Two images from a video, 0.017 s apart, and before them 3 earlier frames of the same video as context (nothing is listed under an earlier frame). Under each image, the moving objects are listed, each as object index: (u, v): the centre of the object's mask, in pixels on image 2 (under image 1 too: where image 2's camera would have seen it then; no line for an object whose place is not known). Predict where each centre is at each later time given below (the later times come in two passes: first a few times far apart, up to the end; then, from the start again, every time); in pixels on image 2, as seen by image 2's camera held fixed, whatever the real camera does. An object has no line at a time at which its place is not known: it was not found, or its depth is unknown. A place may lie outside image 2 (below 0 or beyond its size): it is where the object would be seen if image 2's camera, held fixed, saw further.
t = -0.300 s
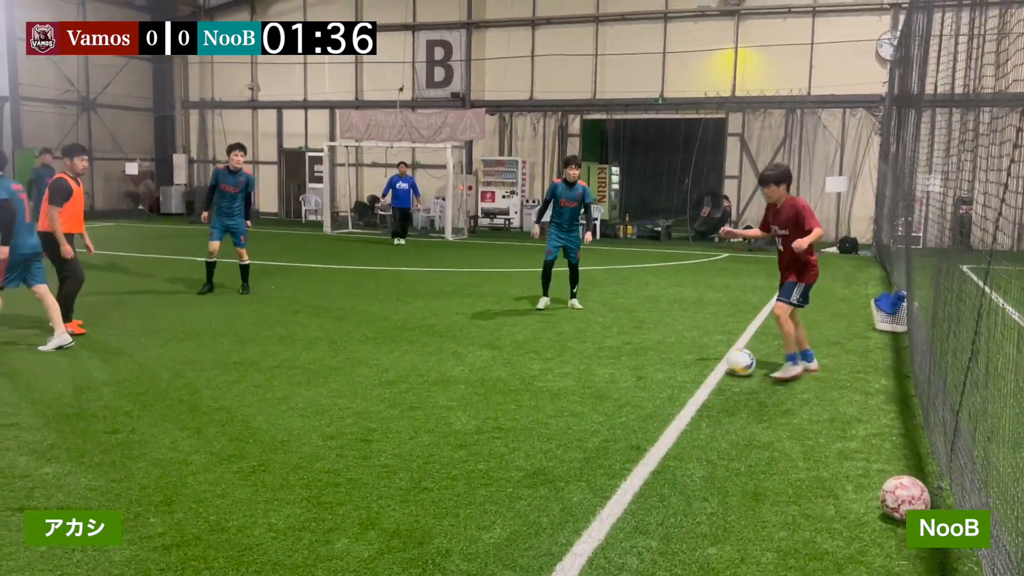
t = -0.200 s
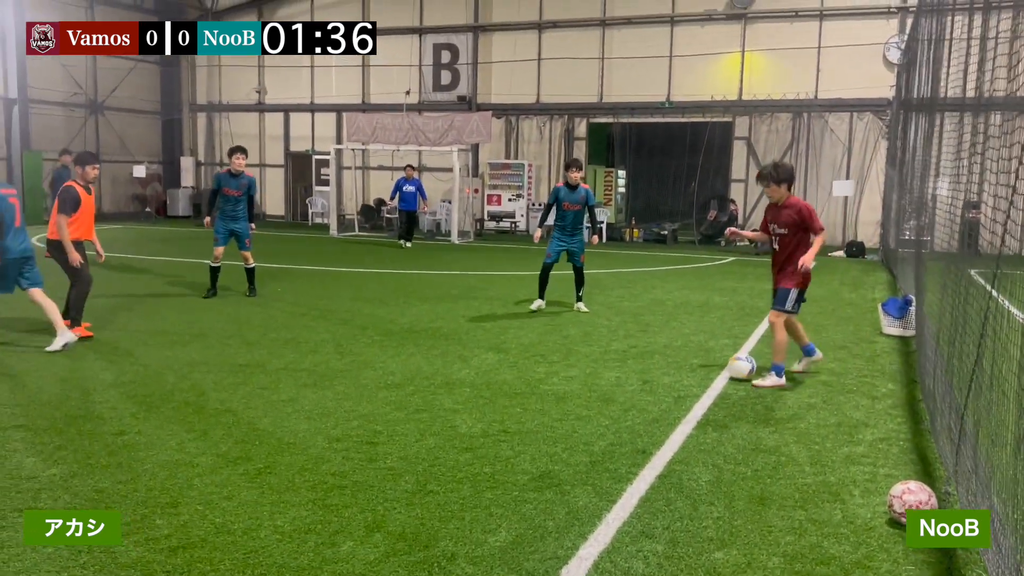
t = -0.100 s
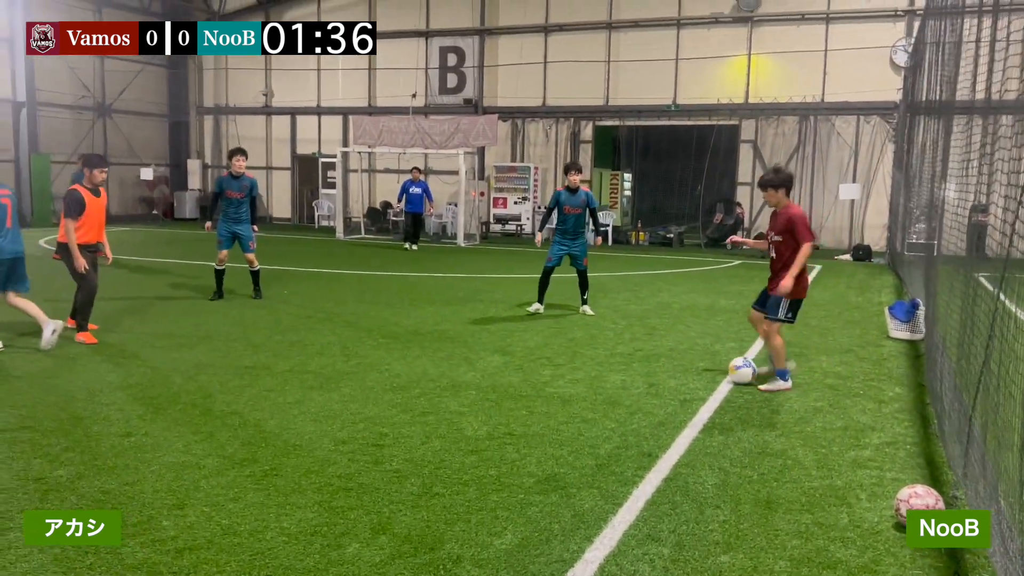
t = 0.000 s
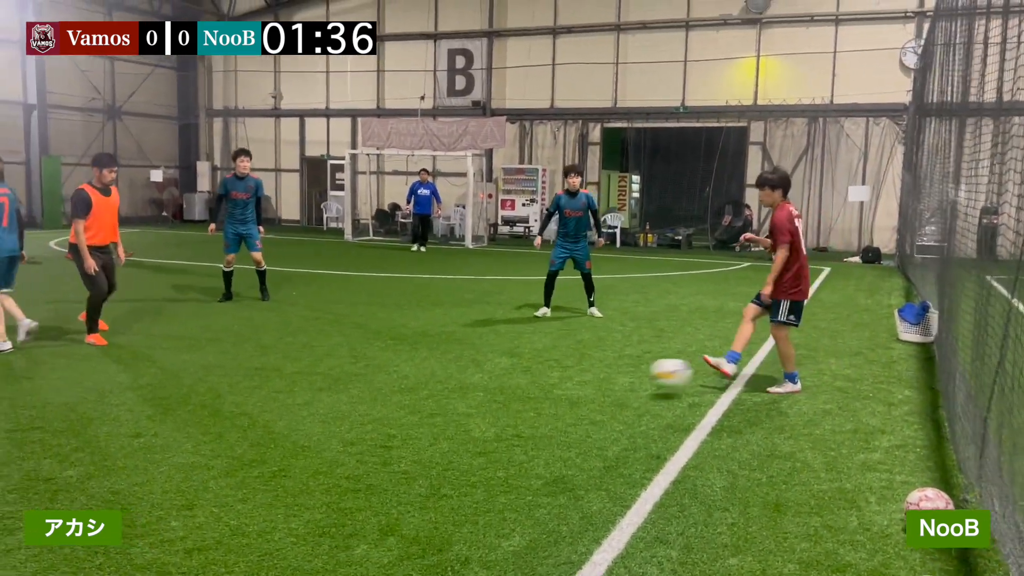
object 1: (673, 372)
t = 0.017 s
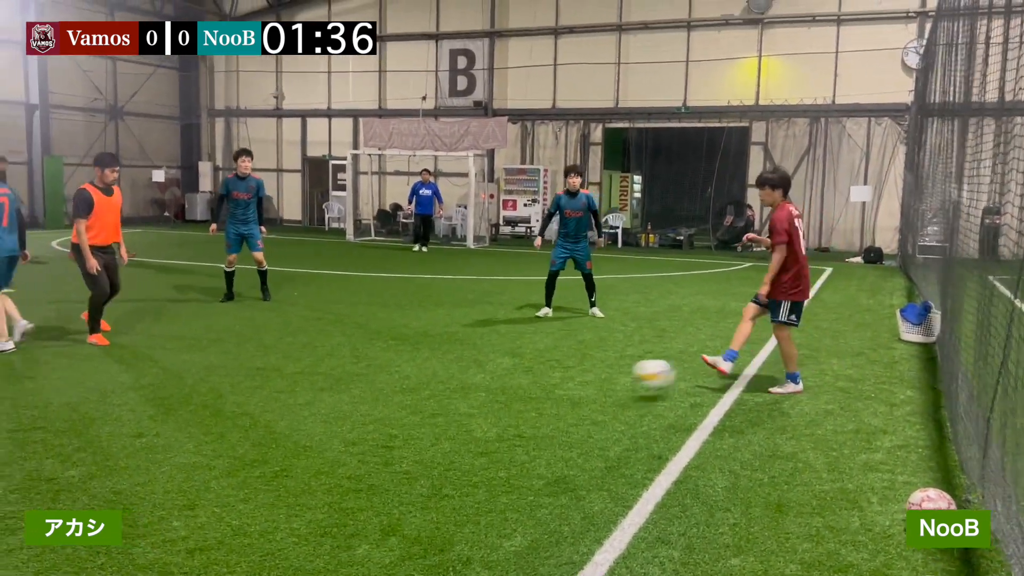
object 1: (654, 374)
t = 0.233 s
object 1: (363, 417)
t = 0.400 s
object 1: (102, 452)
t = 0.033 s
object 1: (634, 375)
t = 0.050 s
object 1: (615, 376)
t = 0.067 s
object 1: (594, 378)
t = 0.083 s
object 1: (573, 381)
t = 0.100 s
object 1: (552, 384)
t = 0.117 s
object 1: (530, 388)
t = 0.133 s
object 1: (507, 393)
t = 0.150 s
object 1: (484, 398)
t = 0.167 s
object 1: (460, 402)
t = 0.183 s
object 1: (434, 408)
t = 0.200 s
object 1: (408, 415)
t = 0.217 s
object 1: (385, 416)
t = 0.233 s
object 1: (363, 417)
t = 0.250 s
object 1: (340, 417)
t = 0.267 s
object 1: (316, 419)
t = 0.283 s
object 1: (292, 421)
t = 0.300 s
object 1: (267, 423)
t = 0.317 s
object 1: (241, 427)
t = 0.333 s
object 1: (215, 432)
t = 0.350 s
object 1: (189, 435)
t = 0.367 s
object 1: (161, 440)
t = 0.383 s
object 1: (133, 446)
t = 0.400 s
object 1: (102, 452)
